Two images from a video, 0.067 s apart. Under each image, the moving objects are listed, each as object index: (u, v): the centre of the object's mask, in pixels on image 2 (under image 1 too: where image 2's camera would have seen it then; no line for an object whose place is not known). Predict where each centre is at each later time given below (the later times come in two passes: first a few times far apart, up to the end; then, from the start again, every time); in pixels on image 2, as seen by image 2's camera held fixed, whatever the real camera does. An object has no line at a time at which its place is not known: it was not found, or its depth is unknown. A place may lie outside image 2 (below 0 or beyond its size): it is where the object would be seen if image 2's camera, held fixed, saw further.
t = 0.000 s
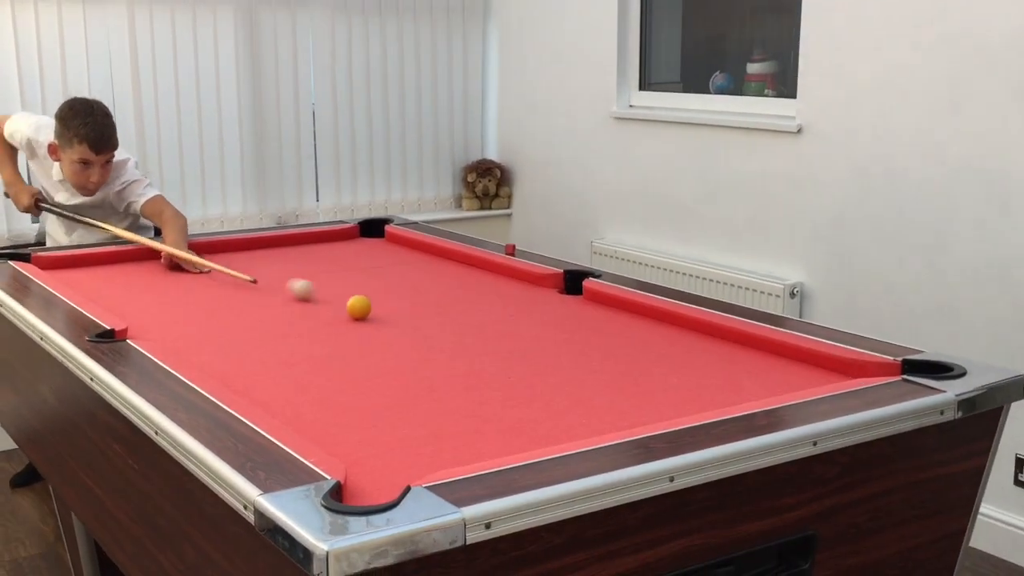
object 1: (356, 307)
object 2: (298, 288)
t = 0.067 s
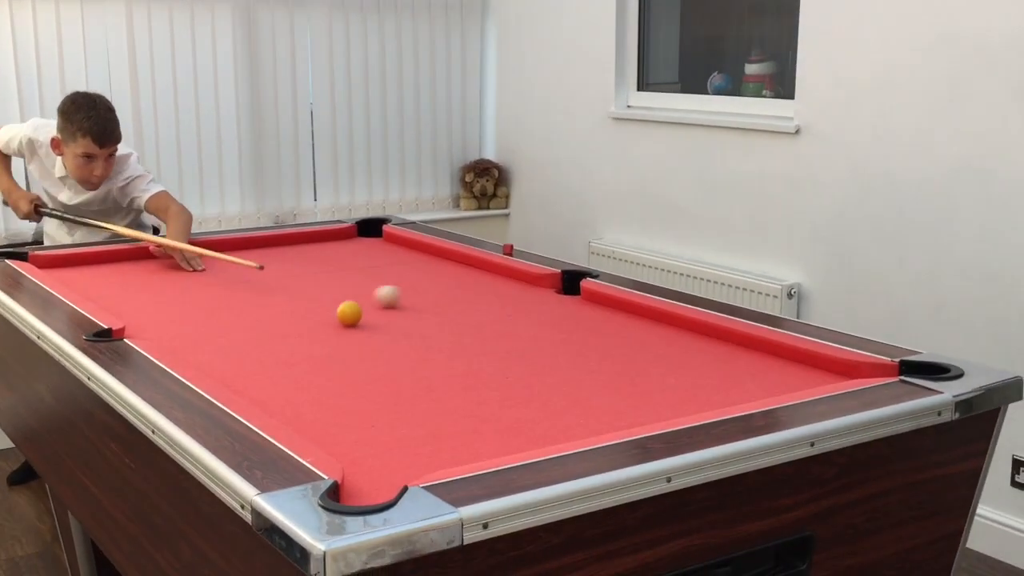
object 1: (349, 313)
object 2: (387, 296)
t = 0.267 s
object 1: (334, 384)
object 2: (576, 281)
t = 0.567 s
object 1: (454, 458)
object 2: (544, 288)
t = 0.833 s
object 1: (485, 402)
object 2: (521, 293)
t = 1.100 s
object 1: (512, 358)
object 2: (499, 298)
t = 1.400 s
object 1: (535, 321)
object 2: (475, 303)
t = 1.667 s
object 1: (551, 296)
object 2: (457, 307)
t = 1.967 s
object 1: (574, 293)
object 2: (438, 312)
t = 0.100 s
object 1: (347, 324)
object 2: (427, 293)
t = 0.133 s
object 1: (345, 335)
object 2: (465, 290)
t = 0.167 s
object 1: (343, 346)
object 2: (501, 287)
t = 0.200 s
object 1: (340, 359)
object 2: (535, 284)
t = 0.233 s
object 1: (337, 371)
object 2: (566, 281)
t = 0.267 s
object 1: (334, 384)
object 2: (576, 281)
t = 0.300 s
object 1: (330, 398)
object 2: (572, 285)
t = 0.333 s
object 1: (327, 411)
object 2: (568, 281)
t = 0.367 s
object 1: (322, 426)
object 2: (564, 281)
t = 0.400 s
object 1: (320, 436)
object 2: (560, 284)
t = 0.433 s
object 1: (347, 446)
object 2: (556, 285)
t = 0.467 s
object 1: (377, 452)
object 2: (553, 286)
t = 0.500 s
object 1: (405, 457)
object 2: (551, 287)
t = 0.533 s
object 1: (432, 459)
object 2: (547, 287)
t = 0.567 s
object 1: (454, 458)
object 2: (544, 288)
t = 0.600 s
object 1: (457, 452)
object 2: (541, 289)
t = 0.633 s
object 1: (461, 445)
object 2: (538, 289)
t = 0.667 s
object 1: (465, 437)
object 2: (535, 290)
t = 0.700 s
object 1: (469, 429)
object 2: (532, 290)
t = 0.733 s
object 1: (474, 422)
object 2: (529, 291)
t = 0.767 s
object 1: (477, 415)
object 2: (526, 292)
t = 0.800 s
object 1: (481, 409)
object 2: (524, 292)
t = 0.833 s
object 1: (485, 402)
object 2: (521, 293)
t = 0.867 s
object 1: (489, 396)
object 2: (518, 293)
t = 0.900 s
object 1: (493, 390)
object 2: (515, 294)
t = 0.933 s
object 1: (496, 384)
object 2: (512, 295)
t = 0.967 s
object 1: (499, 379)
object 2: (509, 295)
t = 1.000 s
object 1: (503, 374)
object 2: (507, 296)
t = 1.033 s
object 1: (506, 368)
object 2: (504, 296)
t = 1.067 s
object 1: (509, 363)
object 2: (501, 297)
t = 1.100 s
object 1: (512, 358)
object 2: (499, 298)
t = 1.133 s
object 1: (514, 354)
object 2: (496, 298)
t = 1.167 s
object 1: (517, 349)
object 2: (493, 299)
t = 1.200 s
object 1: (520, 345)
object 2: (491, 299)
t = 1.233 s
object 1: (523, 341)
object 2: (488, 300)
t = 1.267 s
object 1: (525, 336)
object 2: (485, 300)
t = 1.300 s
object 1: (528, 332)
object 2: (483, 301)
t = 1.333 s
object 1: (530, 329)
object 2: (480, 302)
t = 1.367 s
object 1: (533, 325)
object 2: (478, 302)
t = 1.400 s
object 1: (535, 321)
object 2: (475, 303)
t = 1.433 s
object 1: (537, 318)
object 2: (473, 303)
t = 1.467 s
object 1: (539, 315)
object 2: (470, 304)
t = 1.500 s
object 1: (541, 311)
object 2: (468, 304)
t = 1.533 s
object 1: (543, 308)
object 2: (466, 305)
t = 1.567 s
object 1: (545, 305)
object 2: (464, 305)
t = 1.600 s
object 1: (547, 302)
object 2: (461, 306)
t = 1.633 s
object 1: (549, 299)
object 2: (459, 306)
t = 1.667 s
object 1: (551, 296)
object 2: (457, 307)
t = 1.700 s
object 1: (553, 293)
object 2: (454, 307)
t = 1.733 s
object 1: (555, 290)
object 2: (452, 308)
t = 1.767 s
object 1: (557, 288)
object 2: (450, 308)
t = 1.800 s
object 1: (558, 285)
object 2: (448, 309)
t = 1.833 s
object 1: (560, 283)
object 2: (446, 309)
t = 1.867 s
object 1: (563, 284)
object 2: (444, 310)
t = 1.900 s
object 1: (569, 285)
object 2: (442, 311)
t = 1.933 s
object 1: (573, 289)
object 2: (440, 311)
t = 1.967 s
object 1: (574, 293)
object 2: (438, 312)
